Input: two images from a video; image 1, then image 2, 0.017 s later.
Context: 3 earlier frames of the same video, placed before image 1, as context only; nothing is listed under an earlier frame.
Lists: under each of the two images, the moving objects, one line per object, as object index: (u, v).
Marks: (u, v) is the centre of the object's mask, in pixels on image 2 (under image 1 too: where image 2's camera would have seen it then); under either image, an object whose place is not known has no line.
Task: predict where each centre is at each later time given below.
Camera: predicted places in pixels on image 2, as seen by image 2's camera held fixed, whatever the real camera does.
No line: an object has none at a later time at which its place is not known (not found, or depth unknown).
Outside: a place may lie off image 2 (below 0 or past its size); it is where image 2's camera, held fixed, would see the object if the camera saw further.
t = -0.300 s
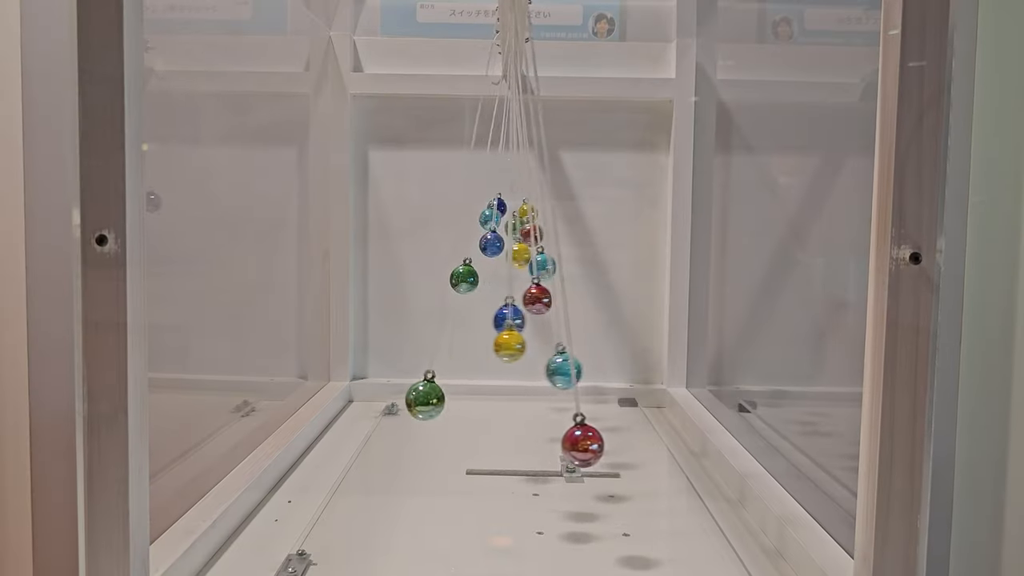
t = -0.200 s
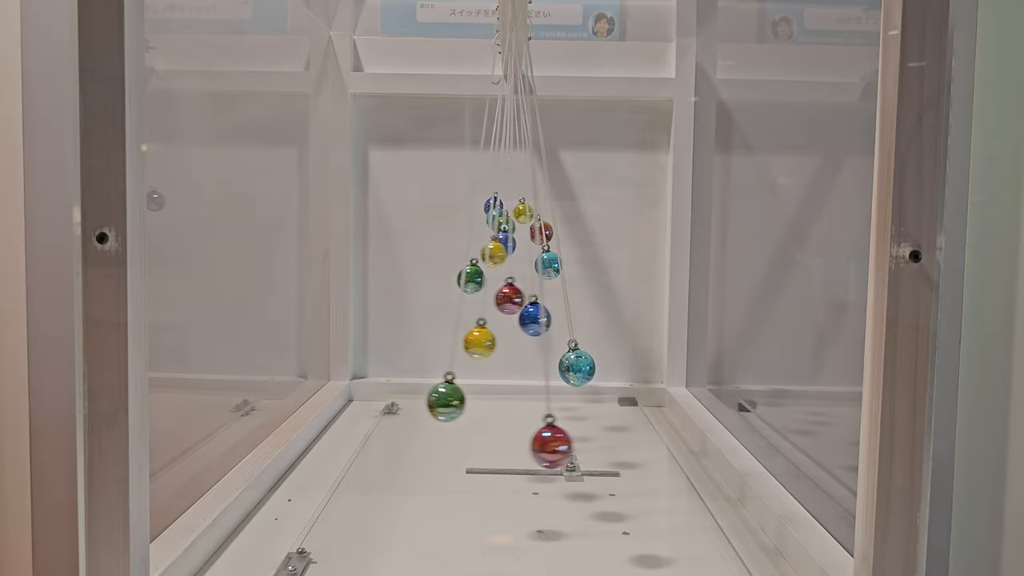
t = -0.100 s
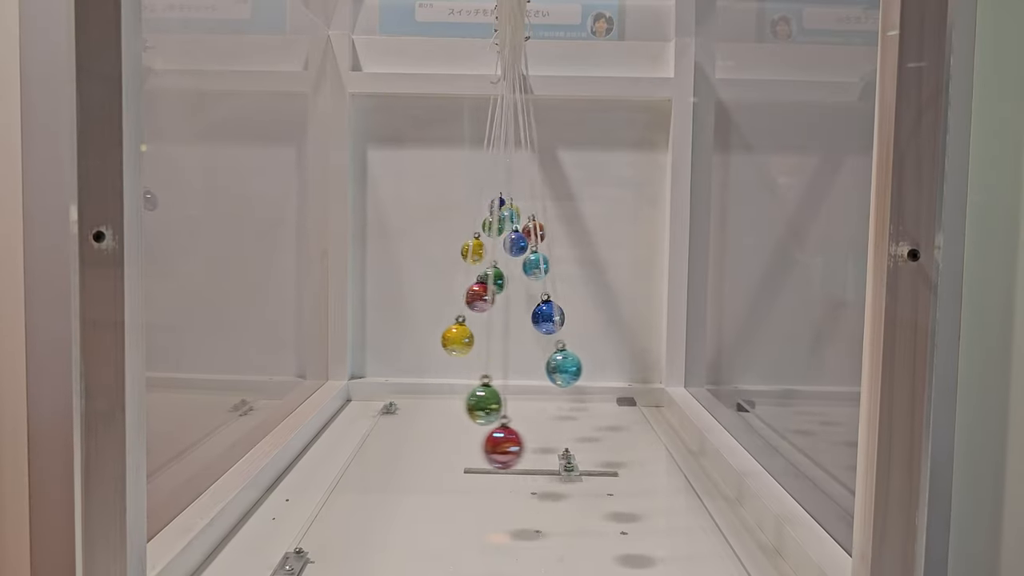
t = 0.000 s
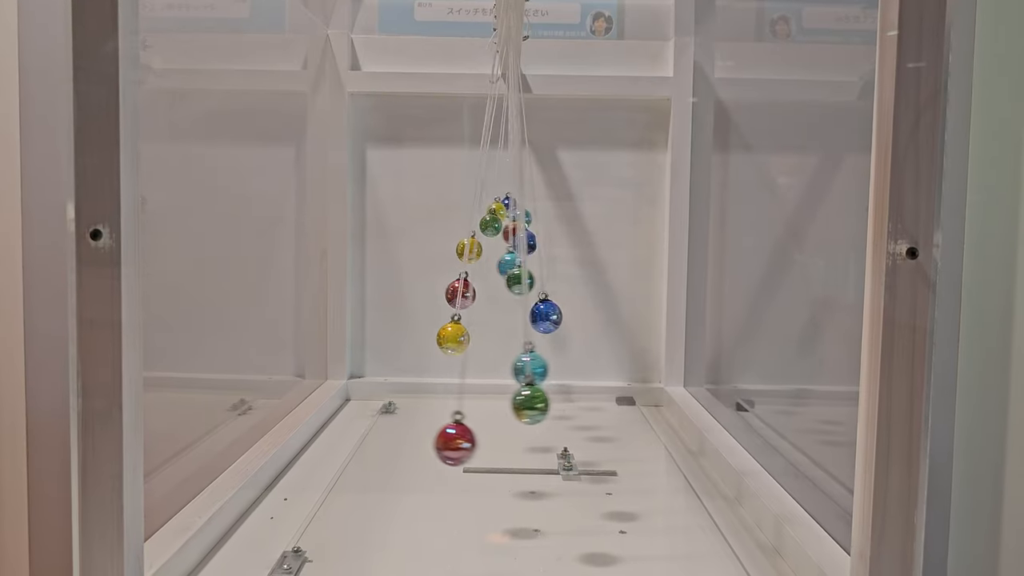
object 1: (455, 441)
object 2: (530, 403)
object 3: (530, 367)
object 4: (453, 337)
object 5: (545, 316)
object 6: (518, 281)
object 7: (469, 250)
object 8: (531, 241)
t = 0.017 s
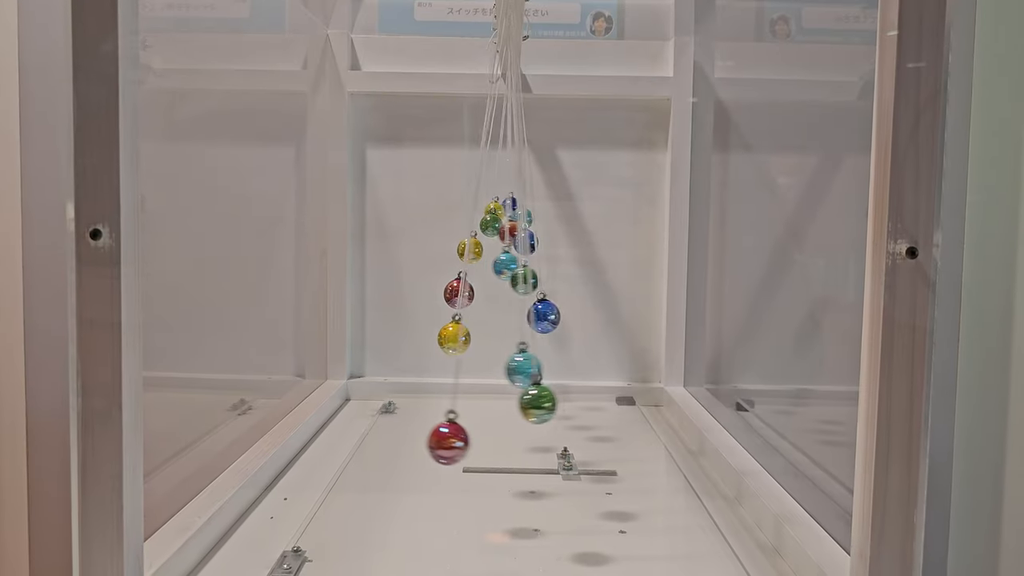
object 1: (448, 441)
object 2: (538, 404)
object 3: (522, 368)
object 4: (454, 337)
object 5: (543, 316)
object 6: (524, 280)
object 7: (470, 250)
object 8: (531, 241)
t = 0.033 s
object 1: (442, 440)
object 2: (544, 401)
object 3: (516, 369)
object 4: (456, 337)
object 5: (541, 316)
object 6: (525, 280)
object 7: (473, 250)
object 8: (524, 242)
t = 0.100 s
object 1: (423, 437)
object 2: (567, 398)
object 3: (488, 368)
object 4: (467, 337)
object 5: (528, 317)
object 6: (540, 278)
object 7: (479, 246)
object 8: (525, 242)
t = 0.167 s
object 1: (415, 435)
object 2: (581, 396)
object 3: (462, 366)
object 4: (485, 339)
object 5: (511, 317)
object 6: (548, 277)
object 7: (497, 252)
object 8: (522, 242)
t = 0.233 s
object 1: (419, 436)
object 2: (582, 396)
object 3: (443, 364)
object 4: (505, 340)
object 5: (489, 315)
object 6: (547, 277)
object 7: (515, 252)
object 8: (513, 237)
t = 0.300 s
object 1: (434, 439)
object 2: (571, 398)
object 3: (432, 362)
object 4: (524, 340)
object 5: (476, 315)
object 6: (538, 279)
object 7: (528, 251)
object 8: (503, 242)
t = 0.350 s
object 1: (452, 440)
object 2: (556, 400)
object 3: (431, 362)
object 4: (537, 339)
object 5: (466, 314)
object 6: (527, 276)
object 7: (539, 249)
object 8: (496, 242)
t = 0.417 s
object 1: (481, 442)
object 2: (529, 401)
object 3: (439, 364)
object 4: (548, 338)
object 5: (460, 313)
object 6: (508, 280)
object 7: (542, 250)
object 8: (491, 241)
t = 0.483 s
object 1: (514, 443)
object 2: (498, 401)
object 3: (458, 365)
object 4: (552, 337)
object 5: (461, 313)
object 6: (488, 279)
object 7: (539, 250)
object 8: (484, 241)
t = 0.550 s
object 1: (543, 440)
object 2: (467, 398)
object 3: (484, 366)
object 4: (548, 337)
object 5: (469, 313)
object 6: (471, 277)
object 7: (534, 249)
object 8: (486, 241)
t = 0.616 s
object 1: (567, 437)
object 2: (442, 395)
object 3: (512, 367)
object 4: (536, 337)
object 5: (483, 314)
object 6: (463, 275)
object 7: (514, 251)
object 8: (491, 241)
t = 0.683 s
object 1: (581, 435)
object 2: (425, 392)
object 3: (538, 367)
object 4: (518, 338)
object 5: (499, 315)
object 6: (461, 275)
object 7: (498, 251)
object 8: (497, 237)
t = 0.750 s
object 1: (584, 435)
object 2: (420, 391)
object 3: (557, 365)
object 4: (498, 338)
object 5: (518, 315)
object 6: (467, 275)
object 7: (484, 250)
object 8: (506, 242)
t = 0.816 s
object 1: (575, 437)
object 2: (426, 393)
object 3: (570, 363)
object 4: (478, 337)
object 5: (534, 315)
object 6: (475, 277)
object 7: (471, 249)
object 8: (516, 242)
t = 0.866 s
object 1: (561, 438)
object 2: (439, 395)
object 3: (572, 363)
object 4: (467, 336)
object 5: (542, 315)
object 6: (496, 276)
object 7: (469, 247)
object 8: (521, 242)
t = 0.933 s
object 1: (536, 440)
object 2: (464, 397)
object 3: (565, 364)
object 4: (456, 335)
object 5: (548, 314)
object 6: (513, 279)
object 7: (471, 249)
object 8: (524, 241)
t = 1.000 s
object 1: (506, 443)
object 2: (491, 399)
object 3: (549, 366)
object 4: (453, 335)
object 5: (546, 315)
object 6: (530, 278)
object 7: (478, 249)
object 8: (525, 242)
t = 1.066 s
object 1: (475, 441)
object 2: (526, 401)
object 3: (525, 366)
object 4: (459, 335)
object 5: (536, 316)
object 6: (546, 277)
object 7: (498, 251)
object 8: (518, 243)
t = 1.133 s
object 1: (448, 439)
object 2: (555, 399)
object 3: (498, 368)
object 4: (471, 337)
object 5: (522, 316)
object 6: (551, 277)
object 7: (510, 252)
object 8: (516, 237)
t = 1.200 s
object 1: (429, 436)
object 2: (576, 397)
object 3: (472, 367)
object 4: (491, 337)
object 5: (507, 316)
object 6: (549, 277)
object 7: (527, 252)
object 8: (504, 242)
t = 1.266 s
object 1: (420, 435)
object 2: (586, 396)
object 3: (451, 364)
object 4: (510, 339)
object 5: (487, 316)
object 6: (539, 278)
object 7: (540, 249)
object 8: (495, 242)
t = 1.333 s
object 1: (423, 435)
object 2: (584, 396)
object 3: (439, 362)
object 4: (530, 339)
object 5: (474, 314)
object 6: (521, 276)
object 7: (544, 250)
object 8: (492, 241)
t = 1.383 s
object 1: (433, 437)
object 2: (575, 397)
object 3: (436, 362)
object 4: (542, 339)
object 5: (467, 313)
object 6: (508, 280)
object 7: (543, 250)
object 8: (488, 241)
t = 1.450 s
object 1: (454, 439)
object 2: (553, 399)
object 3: (441, 363)
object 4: (553, 338)
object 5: (464, 313)
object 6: (489, 279)
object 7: (532, 250)
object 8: (488, 241)
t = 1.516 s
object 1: (483, 441)
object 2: (525, 401)
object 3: (456, 365)
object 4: (556, 337)
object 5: (468, 313)
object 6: (476, 277)
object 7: (520, 249)
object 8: (492, 241)
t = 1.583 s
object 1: (515, 442)
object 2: (493, 402)
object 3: (479, 367)
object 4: (551, 337)
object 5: (479, 315)
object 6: (466, 275)
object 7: (504, 252)
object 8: (500, 237)
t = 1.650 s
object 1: (545, 440)
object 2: (464, 398)
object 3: (508, 368)
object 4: (539, 338)
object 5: (494, 315)
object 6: (464, 275)
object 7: (489, 251)
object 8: (513, 241)
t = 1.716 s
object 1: (569, 438)
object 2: (440, 395)
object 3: (535, 368)
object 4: (521, 337)
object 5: (508, 314)
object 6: (472, 276)
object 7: (478, 248)
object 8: (522, 242)
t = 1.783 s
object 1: (585, 437)
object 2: (428, 393)
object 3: (557, 366)
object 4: (501, 338)
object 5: (530, 316)
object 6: (485, 277)
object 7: (472, 248)
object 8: (524, 242)
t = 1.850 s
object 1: (589, 437)
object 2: (426, 393)
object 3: (571, 365)
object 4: (482, 338)
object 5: (543, 315)
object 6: (505, 279)
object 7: (473, 249)
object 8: (528, 241)
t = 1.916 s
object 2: (436, 394)
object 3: (577, 364)
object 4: (468, 336)
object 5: (550, 315)
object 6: (524, 279)
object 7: (483, 250)
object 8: (527, 242)
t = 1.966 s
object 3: (573, 364)
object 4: (461, 335)
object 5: (551, 315)
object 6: (535, 278)
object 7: (493, 246)
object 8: (523, 242)
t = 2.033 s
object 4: (459, 334)
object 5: (546, 315)
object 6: (555, 275)
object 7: (508, 251)
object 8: (517, 238)
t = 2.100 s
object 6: (554, 276)
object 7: (522, 251)
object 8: (505, 241)
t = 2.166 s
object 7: (538, 249)
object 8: (499, 241)
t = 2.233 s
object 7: (546, 248)
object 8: (490, 240)
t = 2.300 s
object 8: (490, 240)
